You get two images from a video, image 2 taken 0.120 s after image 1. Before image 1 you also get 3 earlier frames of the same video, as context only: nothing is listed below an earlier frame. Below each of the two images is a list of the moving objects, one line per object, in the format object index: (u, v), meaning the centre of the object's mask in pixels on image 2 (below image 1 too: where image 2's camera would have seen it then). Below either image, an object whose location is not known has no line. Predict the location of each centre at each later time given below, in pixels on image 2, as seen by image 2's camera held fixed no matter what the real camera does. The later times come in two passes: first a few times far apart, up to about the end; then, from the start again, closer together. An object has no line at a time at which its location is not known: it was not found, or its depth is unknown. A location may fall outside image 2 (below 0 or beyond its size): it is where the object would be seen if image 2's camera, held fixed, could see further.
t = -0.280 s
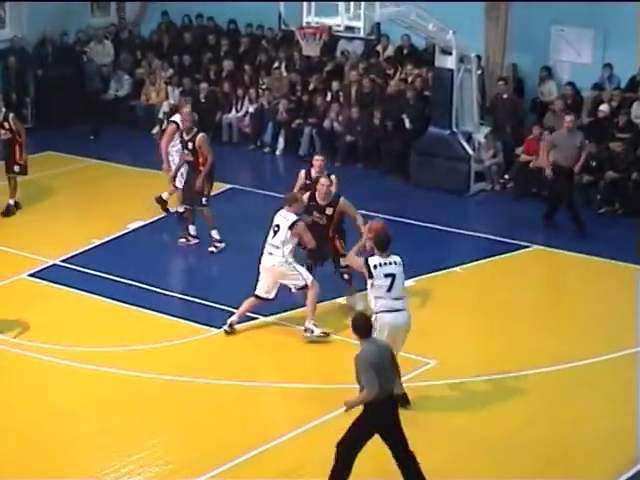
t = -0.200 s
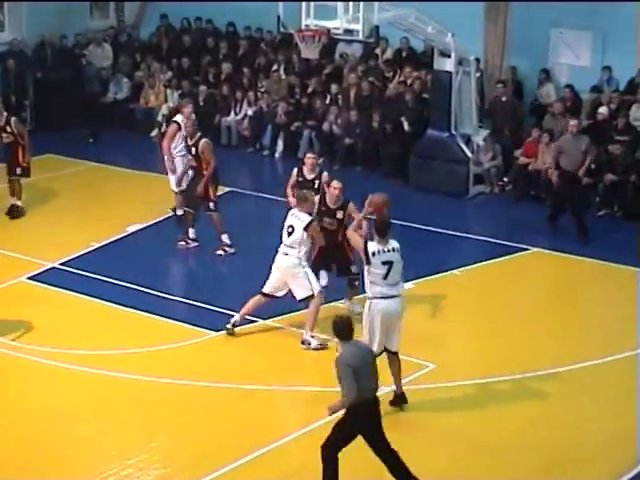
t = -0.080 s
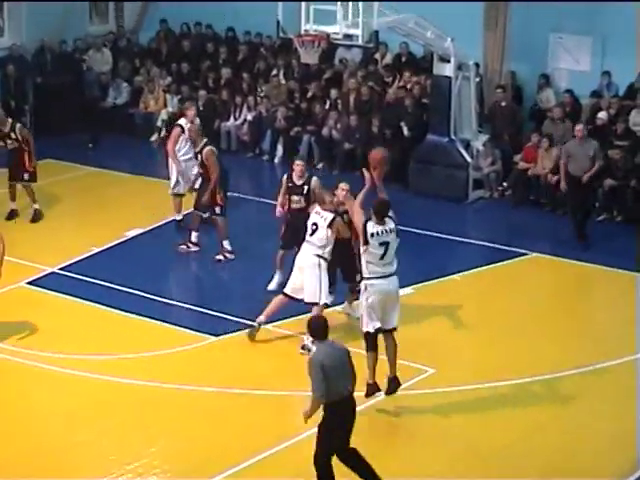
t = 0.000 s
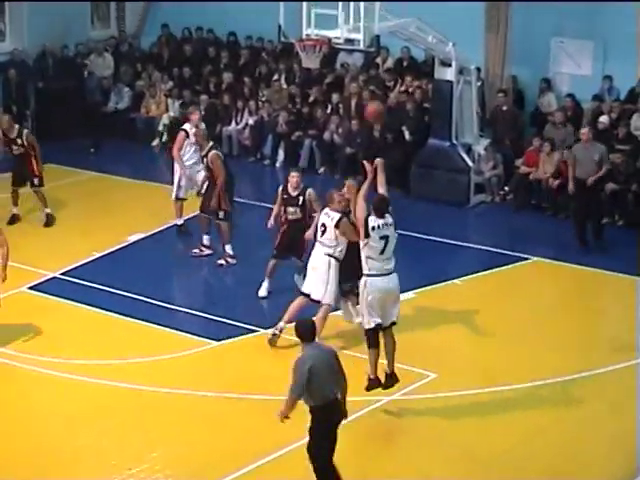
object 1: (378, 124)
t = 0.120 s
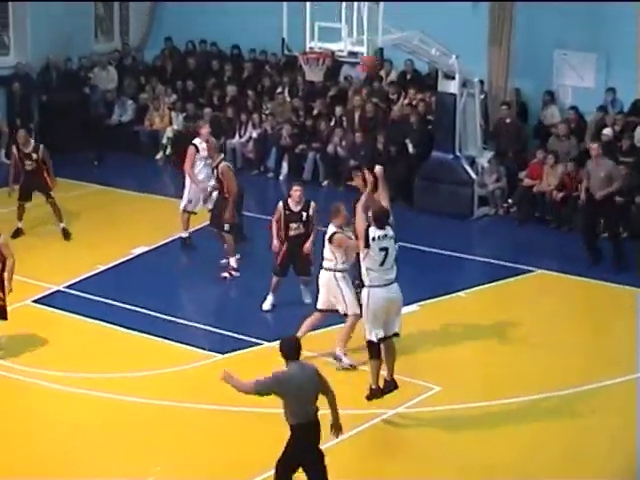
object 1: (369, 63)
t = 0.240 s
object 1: (360, 17)
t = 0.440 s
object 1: (347, -27)
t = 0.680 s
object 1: (333, -36)
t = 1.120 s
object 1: (312, 43)
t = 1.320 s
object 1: (282, 22)
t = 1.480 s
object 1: (256, 26)
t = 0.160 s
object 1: (366, 47)
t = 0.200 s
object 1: (364, 31)
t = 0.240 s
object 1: (360, 17)
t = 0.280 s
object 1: (359, 5)
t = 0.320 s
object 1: (356, -6)
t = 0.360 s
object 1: (353, -14)
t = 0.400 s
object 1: (350, -21)
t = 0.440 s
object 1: (347, -27)
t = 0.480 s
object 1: (344, -32)
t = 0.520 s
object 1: (343, -35)
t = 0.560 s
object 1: (340, -38)
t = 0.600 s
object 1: (338, -38)
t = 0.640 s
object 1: (336, -38)
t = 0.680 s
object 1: (333, -36)
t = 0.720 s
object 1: (331, -34)
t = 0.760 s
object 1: (329, -30)
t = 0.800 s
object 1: (326, -24)
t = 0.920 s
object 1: (321, -5)
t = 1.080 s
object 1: (313, 34)
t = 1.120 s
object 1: (312, 43)
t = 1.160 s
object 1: (309, 36)
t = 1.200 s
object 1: (302, 31)
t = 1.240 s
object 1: (295, 27)
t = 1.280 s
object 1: (288, 24)
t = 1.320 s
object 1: (282, 22)
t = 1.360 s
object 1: (275, 21)
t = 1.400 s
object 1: (269, 22)
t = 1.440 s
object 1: (262, 23)
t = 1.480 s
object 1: (256, 26)
